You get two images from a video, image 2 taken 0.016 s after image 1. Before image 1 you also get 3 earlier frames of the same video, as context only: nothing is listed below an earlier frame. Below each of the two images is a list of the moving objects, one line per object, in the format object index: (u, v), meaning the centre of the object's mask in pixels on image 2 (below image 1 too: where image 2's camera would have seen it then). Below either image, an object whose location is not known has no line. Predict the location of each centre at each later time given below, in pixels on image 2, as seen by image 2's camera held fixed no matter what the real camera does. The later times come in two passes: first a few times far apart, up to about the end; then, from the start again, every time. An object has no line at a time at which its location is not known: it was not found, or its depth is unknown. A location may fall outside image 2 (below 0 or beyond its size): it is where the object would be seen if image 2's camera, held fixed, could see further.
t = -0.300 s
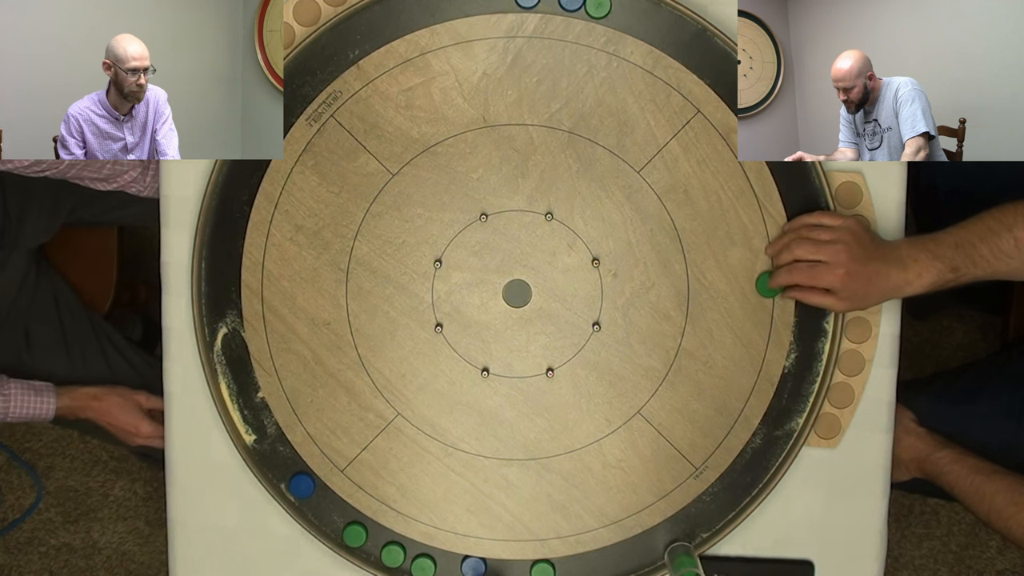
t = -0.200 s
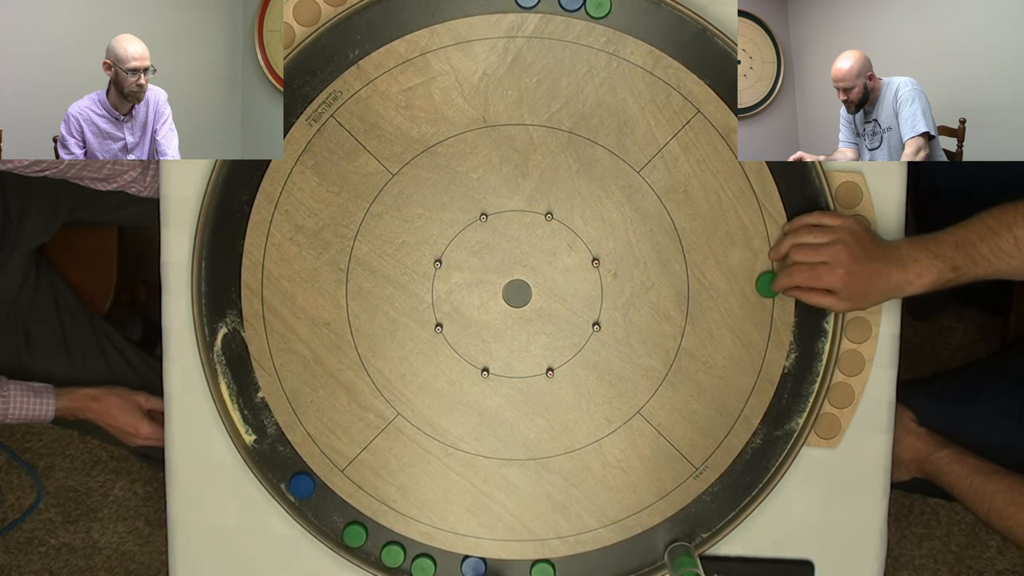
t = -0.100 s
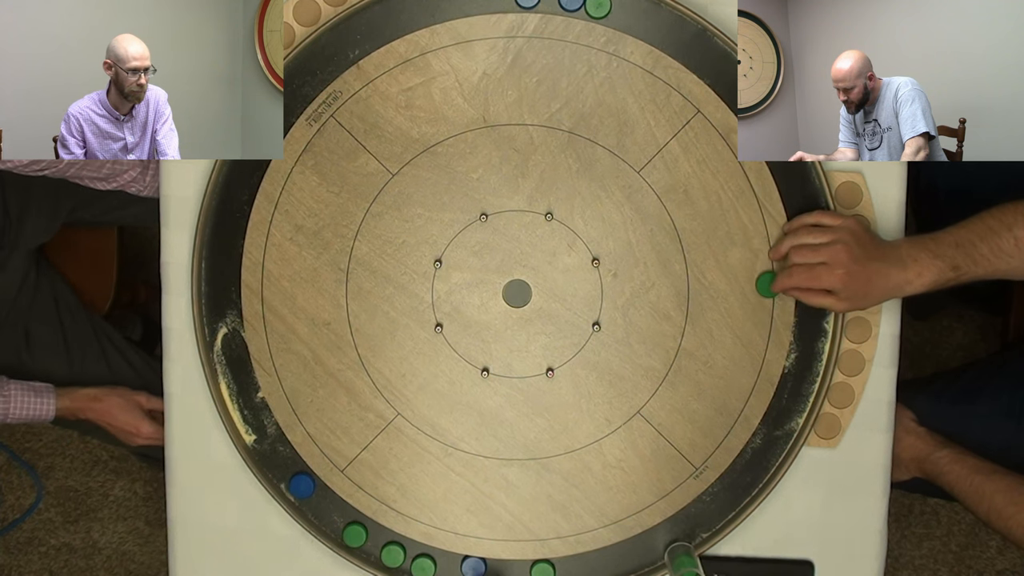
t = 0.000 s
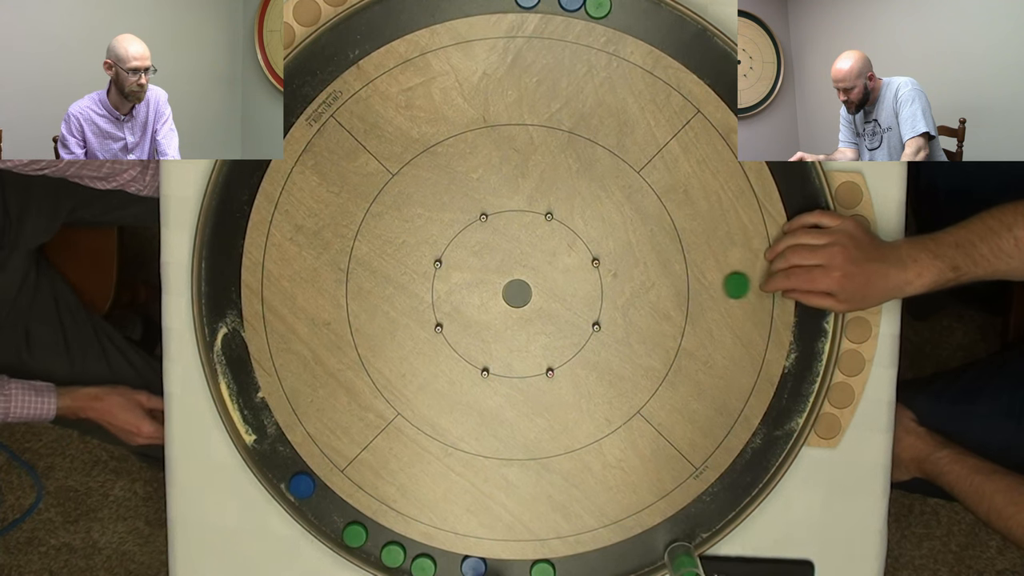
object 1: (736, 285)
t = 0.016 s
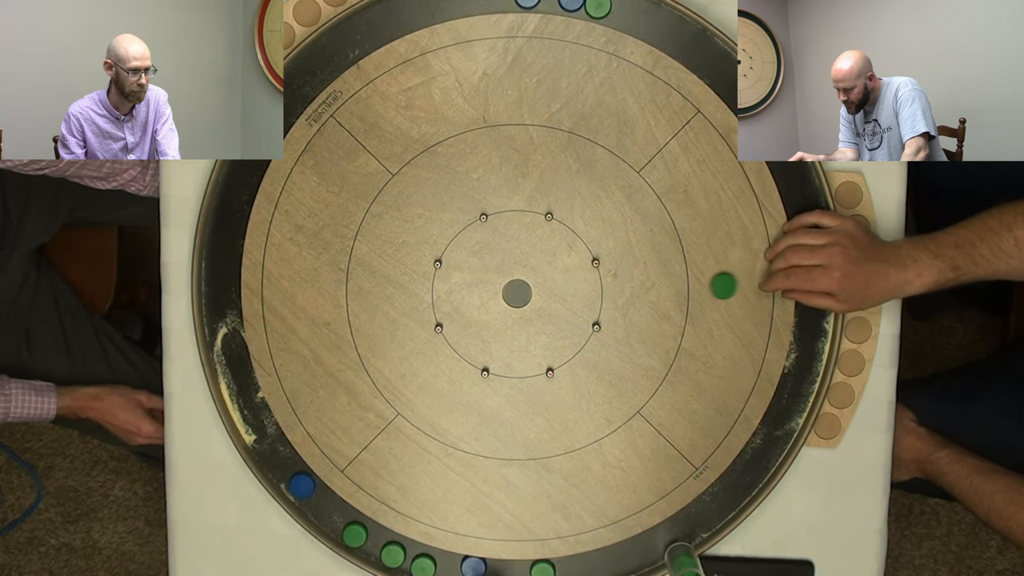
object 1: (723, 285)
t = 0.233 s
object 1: (572, 289)
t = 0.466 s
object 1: (479, 301)
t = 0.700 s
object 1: (449, 310)
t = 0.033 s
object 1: (710, 286)
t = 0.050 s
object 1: (698, 286)
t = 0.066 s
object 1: (686, 286)
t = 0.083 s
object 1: (673, 286)
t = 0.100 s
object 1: (661, 286)
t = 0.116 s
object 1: (649, 287)
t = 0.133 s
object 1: (637, 287)
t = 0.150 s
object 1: (626, 287)
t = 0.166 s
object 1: (614, 288)
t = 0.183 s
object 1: (603, 288)
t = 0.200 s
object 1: (592, 288)
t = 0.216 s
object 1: (582, 288)
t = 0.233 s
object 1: (572, 289)
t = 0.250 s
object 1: (562, 289)
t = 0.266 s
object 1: (552, 289)
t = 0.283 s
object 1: (543, 289)
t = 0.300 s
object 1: (534, 289)
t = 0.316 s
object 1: (526, 289)
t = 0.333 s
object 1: (517, 290)
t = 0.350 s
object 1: (511, 290)
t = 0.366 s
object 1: (506, 292)
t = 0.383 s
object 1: (501, 293)
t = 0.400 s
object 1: (496, 295)
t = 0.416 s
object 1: (491, 297)
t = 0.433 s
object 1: (487, 298)
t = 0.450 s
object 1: (483, 300)
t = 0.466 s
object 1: (479, 301)
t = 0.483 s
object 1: (475, 302)
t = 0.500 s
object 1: (471, 303)
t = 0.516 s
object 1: (468, 304)
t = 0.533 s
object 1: (464, 305)
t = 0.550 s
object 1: (461, 306)
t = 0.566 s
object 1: (459, 307)
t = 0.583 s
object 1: (456, 308)
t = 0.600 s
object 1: (454, 308)
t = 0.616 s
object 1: (453, 309)
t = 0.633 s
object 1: (451, 309)
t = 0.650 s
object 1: (450, 309)
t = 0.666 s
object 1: (450, 310)
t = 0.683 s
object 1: (449, 310)
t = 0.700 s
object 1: (449, 310)
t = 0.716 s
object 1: (449, 310)
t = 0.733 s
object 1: (449, 310)
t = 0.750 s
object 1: (449, 310)
